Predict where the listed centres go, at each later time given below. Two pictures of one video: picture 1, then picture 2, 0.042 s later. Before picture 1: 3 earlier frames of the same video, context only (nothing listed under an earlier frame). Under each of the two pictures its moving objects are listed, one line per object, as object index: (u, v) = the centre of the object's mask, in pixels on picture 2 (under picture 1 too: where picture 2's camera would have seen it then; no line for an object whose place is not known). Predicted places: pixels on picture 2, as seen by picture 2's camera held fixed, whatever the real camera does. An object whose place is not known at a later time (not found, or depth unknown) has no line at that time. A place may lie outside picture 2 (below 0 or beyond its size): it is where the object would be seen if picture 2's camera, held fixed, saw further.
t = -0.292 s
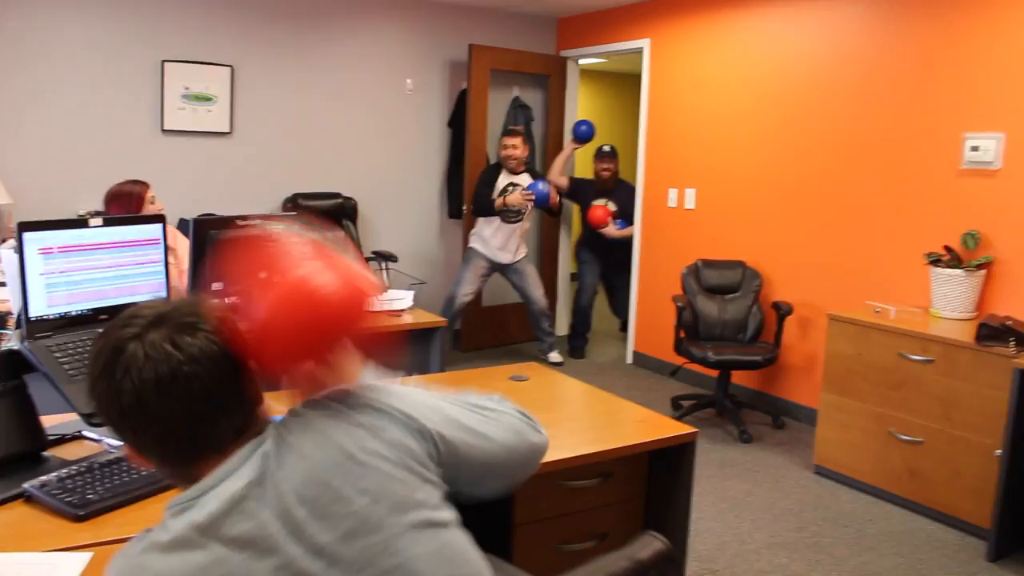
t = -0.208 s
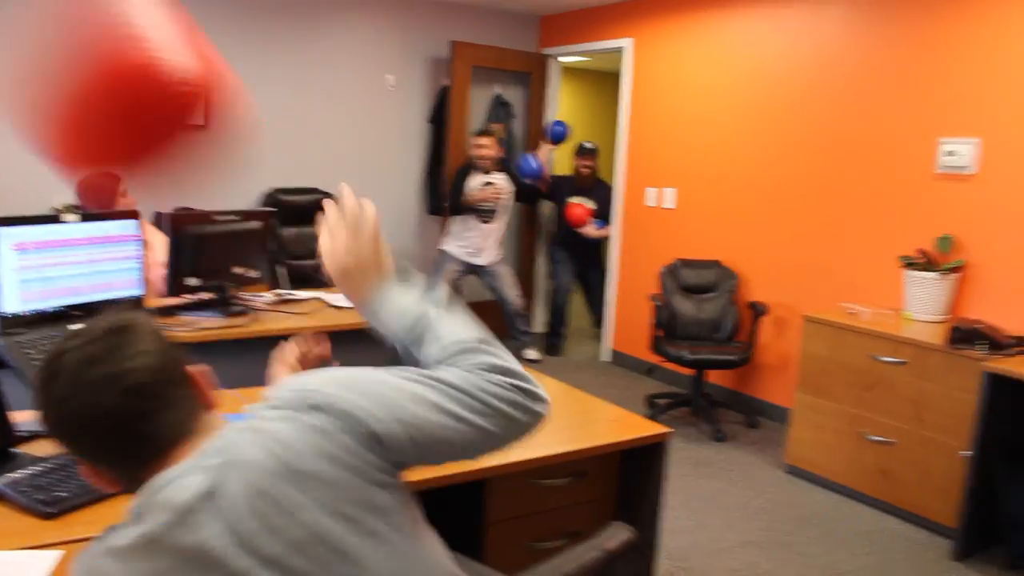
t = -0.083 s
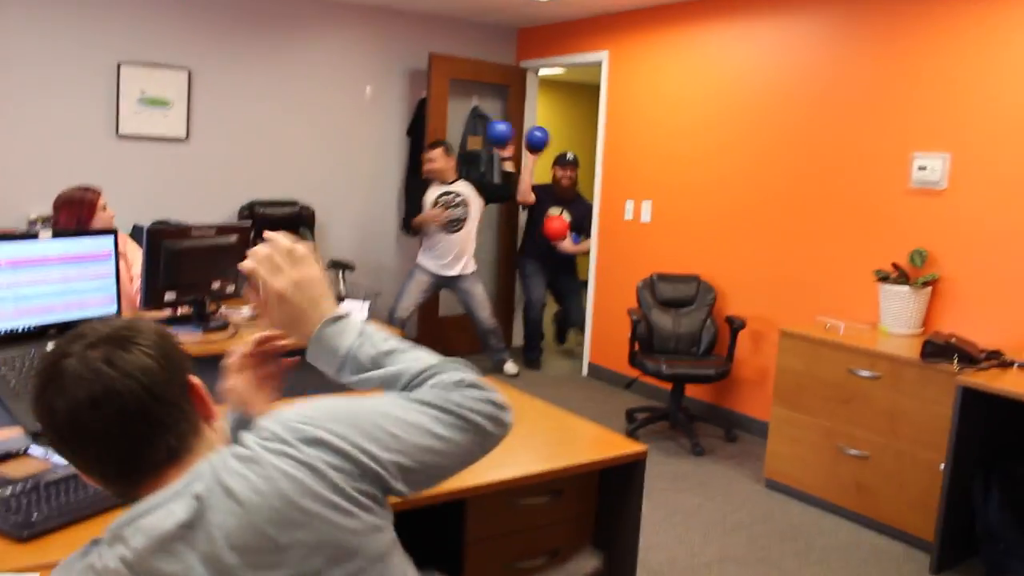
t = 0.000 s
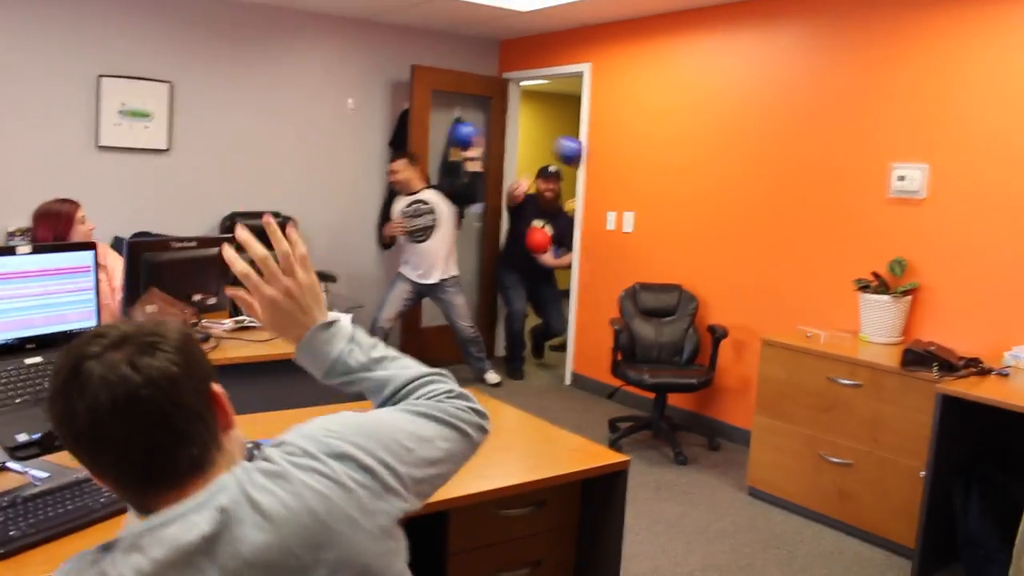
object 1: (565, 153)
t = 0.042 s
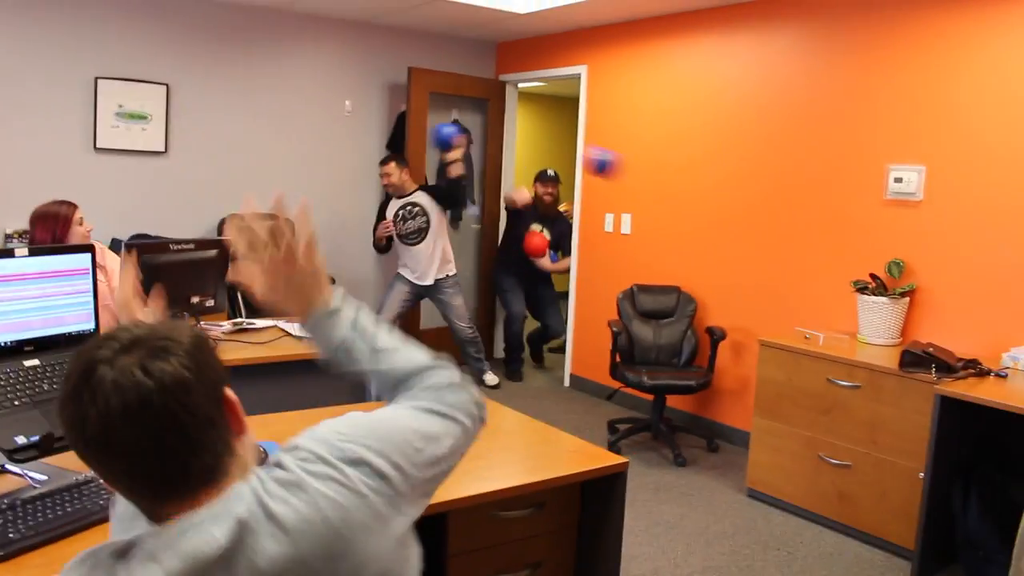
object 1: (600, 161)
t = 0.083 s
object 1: (637, 176)
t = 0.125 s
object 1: (679, 195)
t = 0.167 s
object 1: (728, 221)
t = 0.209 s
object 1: (783, 258)
